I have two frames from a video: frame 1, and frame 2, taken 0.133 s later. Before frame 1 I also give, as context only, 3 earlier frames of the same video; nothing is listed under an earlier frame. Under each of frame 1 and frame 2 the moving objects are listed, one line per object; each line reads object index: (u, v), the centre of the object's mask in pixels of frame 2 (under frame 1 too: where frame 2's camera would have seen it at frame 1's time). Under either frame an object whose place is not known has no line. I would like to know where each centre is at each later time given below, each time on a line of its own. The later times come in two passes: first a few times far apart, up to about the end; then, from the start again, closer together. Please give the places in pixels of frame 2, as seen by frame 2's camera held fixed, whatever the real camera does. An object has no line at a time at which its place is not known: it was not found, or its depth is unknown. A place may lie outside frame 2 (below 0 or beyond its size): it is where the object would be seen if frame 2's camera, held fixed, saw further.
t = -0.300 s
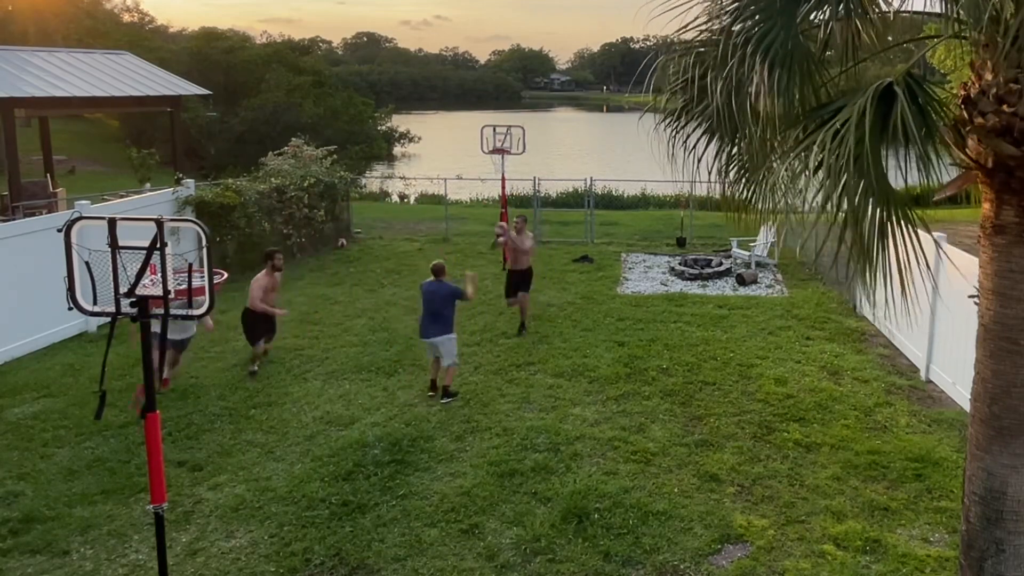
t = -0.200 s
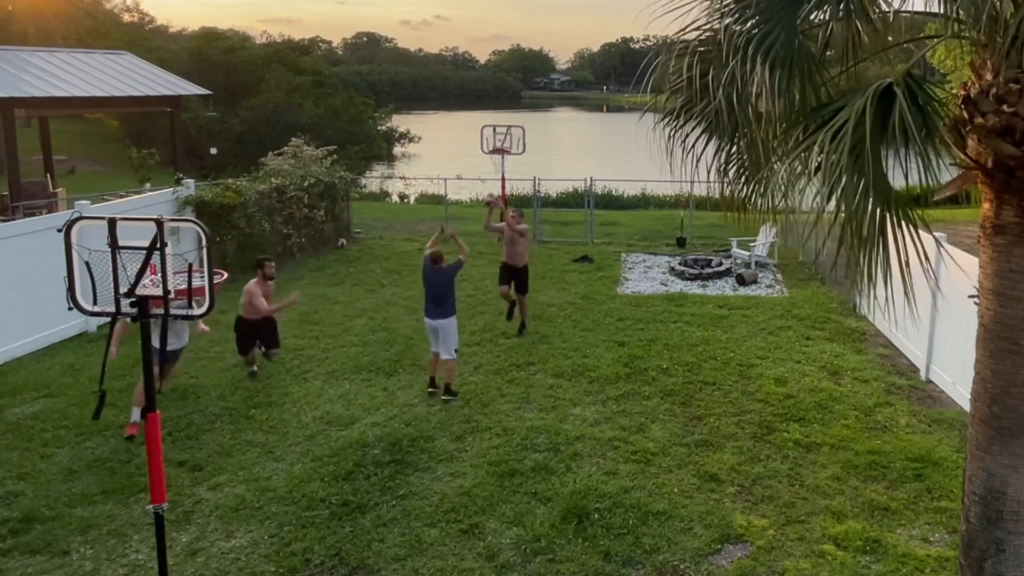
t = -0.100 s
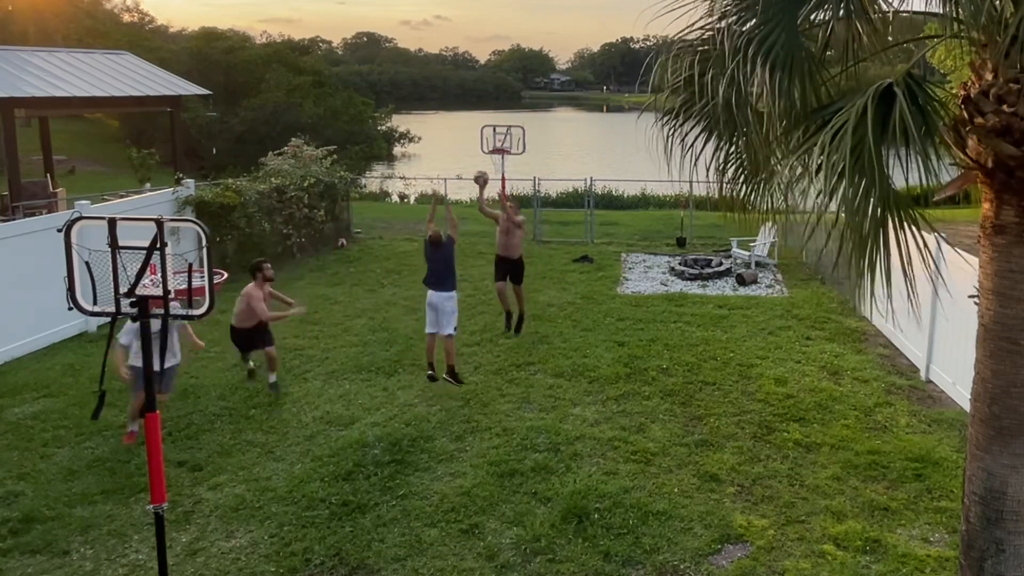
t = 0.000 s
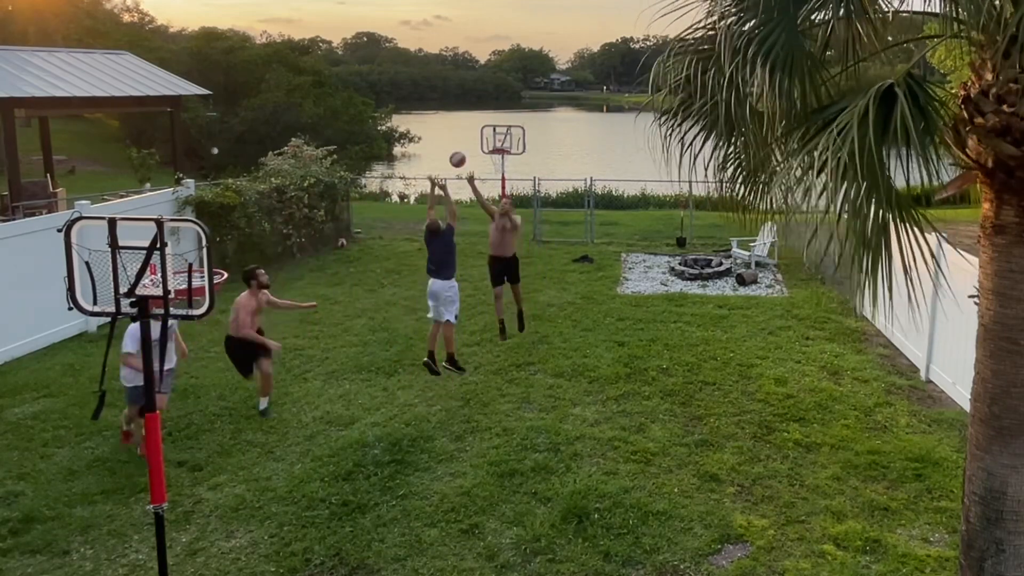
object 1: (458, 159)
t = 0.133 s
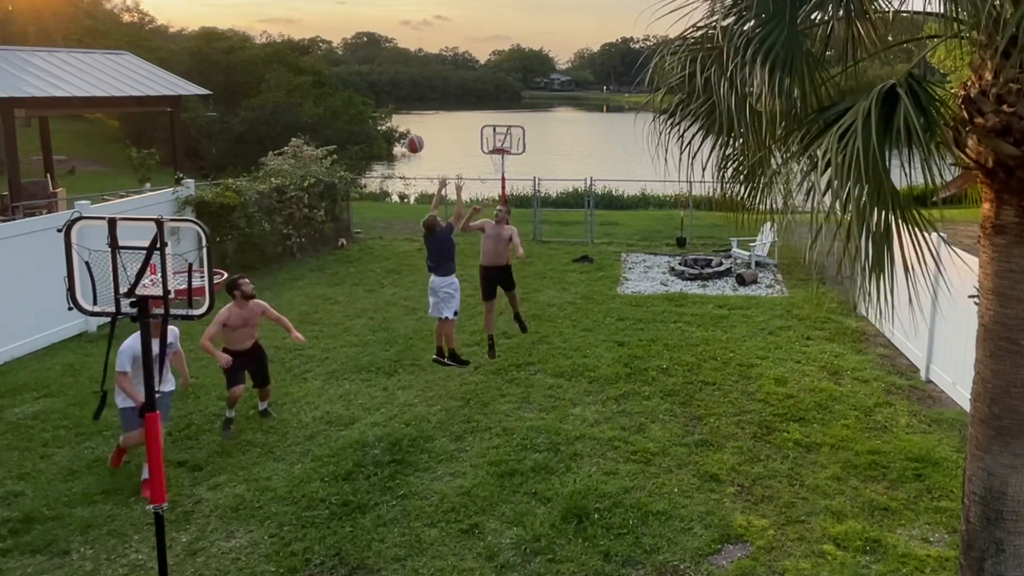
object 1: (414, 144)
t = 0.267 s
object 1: (362, 143)
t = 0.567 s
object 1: (184, 235)
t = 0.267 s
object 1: (362, 143)
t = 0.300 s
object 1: (346, 145)
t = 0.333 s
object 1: (331, 149)
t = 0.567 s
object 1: (184, 235)
